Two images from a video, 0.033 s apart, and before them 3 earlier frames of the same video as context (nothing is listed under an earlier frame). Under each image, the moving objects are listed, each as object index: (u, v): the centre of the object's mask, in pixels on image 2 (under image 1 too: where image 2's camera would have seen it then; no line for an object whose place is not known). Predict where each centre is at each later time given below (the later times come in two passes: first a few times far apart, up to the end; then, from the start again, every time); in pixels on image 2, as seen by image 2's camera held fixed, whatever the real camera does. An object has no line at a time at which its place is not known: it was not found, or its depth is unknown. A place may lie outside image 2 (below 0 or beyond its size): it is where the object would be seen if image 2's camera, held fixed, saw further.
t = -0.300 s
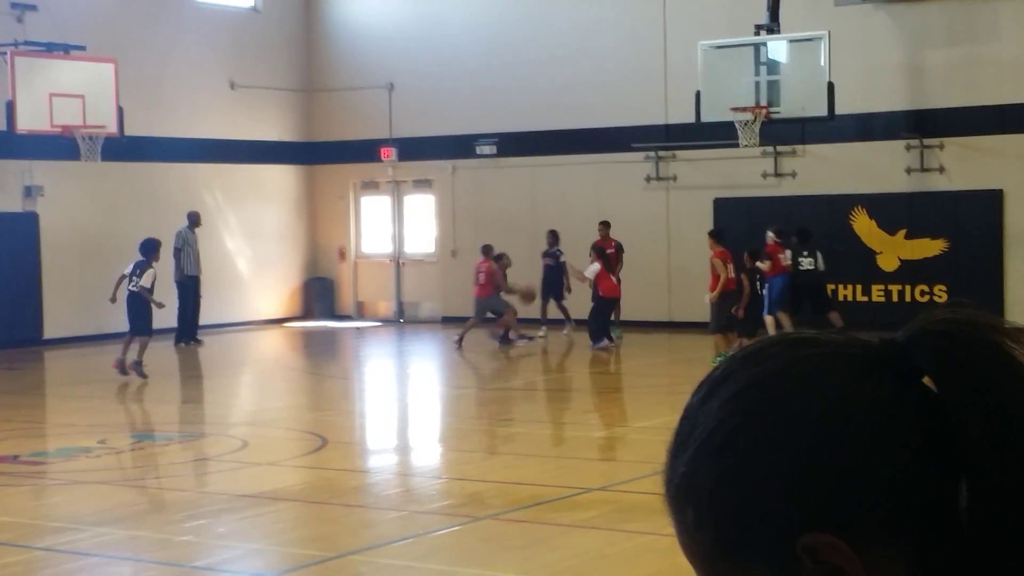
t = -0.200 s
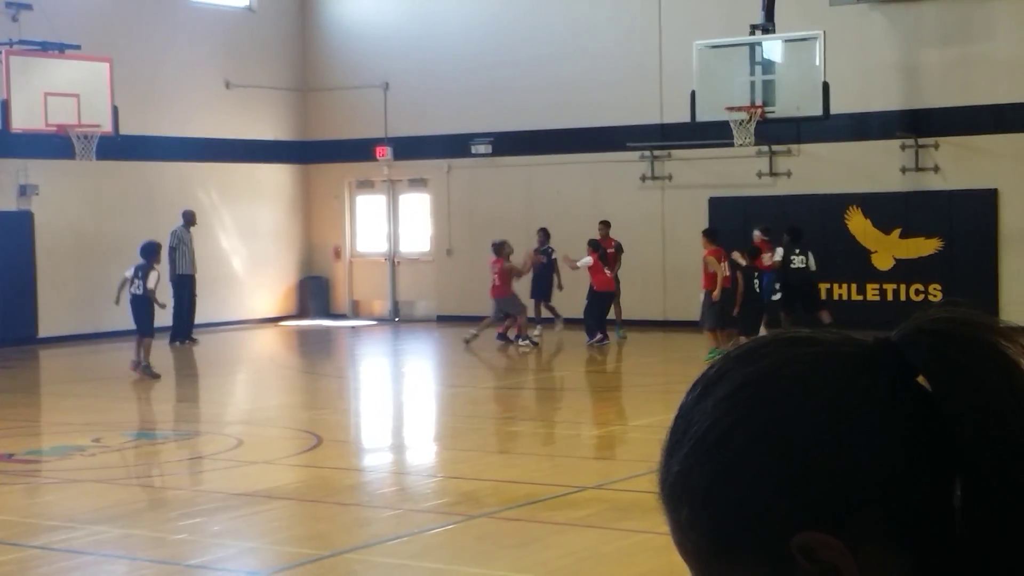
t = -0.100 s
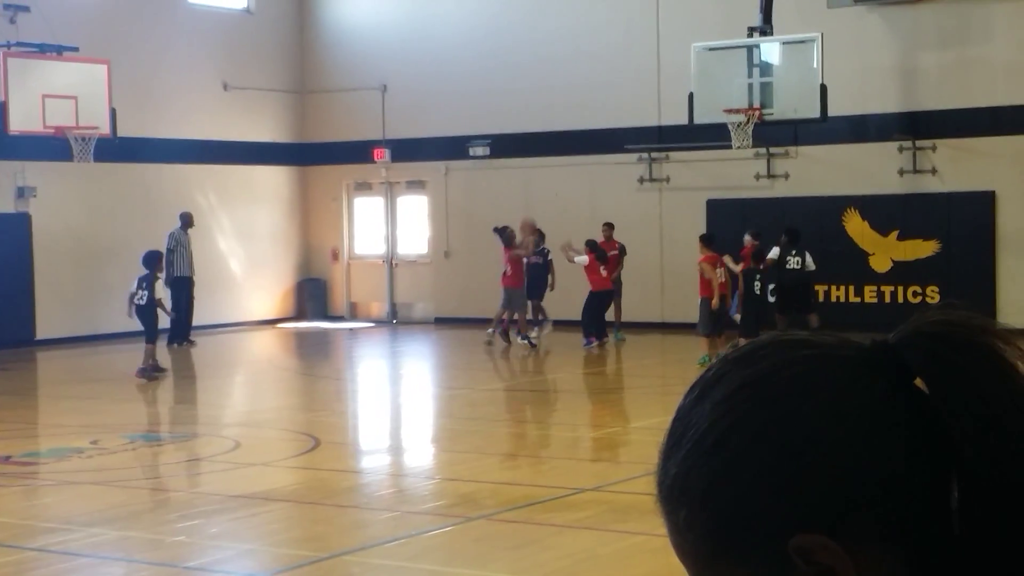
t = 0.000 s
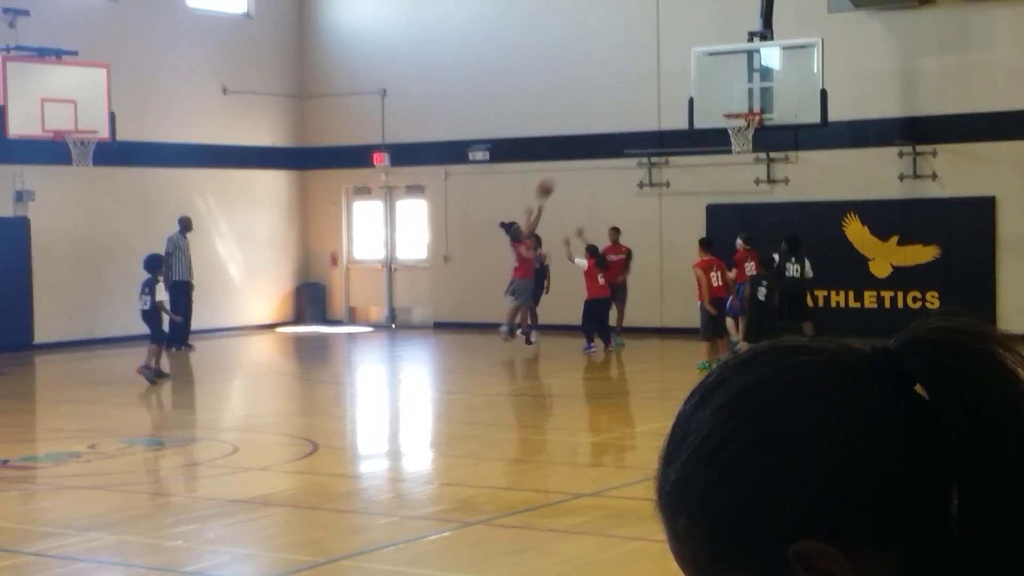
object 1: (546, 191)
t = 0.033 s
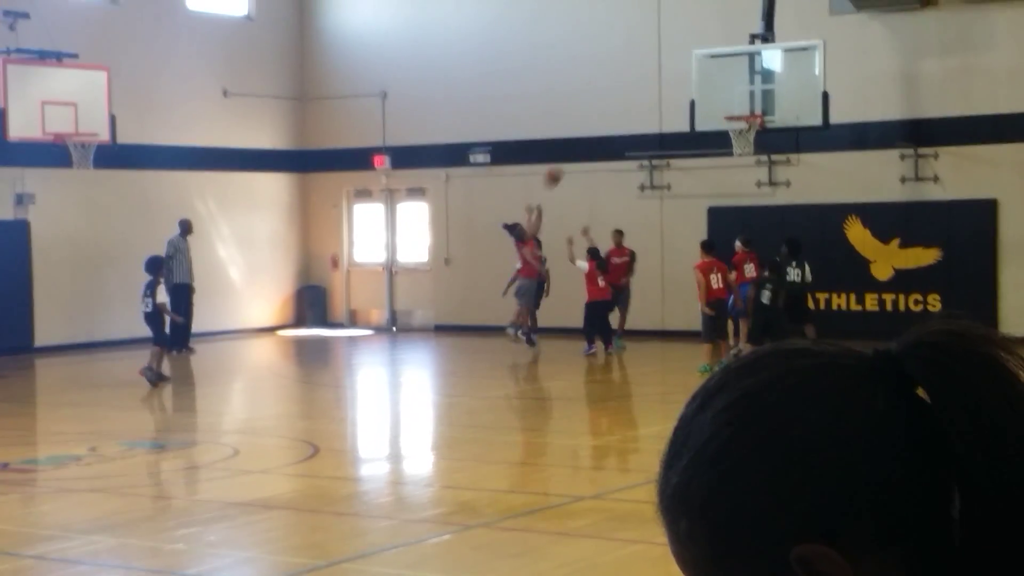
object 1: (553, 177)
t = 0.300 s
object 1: (612, 88)
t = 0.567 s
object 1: (673, 51)
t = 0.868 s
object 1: (743, 75)
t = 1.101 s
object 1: (798, 140)
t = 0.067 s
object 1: (560, 162)
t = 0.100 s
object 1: (566, 149)
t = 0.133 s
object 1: (574, 137)
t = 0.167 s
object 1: (582, 126)
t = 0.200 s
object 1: (590, 115)
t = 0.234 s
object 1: (597, 105)
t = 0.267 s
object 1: (605, 96)
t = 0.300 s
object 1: (612, 88)
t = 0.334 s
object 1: (620, 80)
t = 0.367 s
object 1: (627, 73)
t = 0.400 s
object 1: (636, 68)
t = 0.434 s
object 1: (643, 63)
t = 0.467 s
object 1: (651, 59)
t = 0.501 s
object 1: (658, 55)
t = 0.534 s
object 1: (666, 53)
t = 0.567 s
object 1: (673, 51)
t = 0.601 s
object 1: (681, 51)
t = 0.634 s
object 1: (688, 51)
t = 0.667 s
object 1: (696, 52)
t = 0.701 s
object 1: (703, 54)
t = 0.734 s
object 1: (711, 57)
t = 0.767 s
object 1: (719, 60)
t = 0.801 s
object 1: (727, 64)
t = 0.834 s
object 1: (734, 69)
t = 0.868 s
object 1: (743, 75)
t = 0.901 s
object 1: (751, 82)
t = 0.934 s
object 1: (760, 90)
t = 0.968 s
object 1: (767, 99)
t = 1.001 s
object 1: (774, 108)
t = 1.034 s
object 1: (783, 118)
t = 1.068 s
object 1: (791, 130)
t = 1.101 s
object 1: (798, 140)
